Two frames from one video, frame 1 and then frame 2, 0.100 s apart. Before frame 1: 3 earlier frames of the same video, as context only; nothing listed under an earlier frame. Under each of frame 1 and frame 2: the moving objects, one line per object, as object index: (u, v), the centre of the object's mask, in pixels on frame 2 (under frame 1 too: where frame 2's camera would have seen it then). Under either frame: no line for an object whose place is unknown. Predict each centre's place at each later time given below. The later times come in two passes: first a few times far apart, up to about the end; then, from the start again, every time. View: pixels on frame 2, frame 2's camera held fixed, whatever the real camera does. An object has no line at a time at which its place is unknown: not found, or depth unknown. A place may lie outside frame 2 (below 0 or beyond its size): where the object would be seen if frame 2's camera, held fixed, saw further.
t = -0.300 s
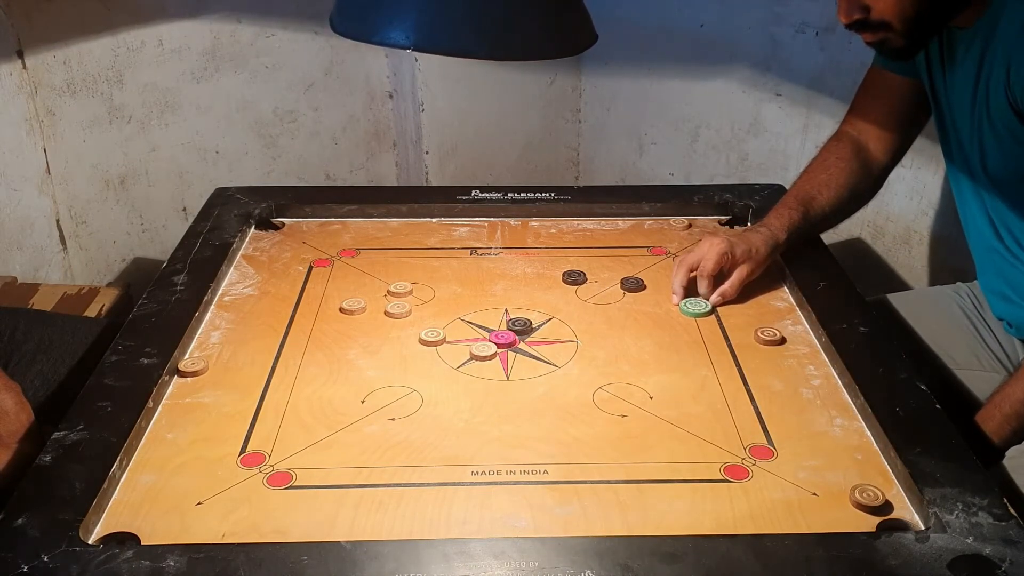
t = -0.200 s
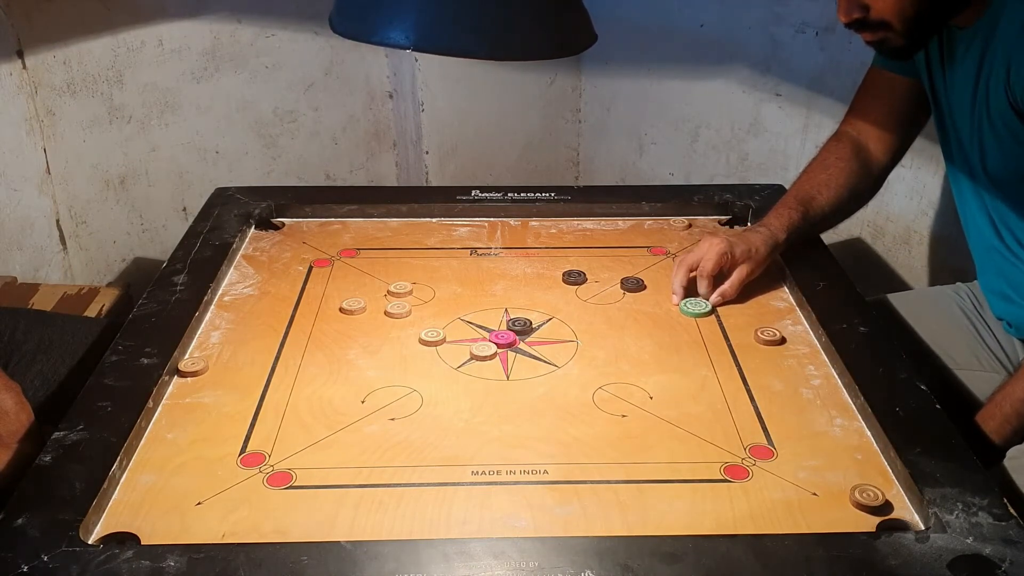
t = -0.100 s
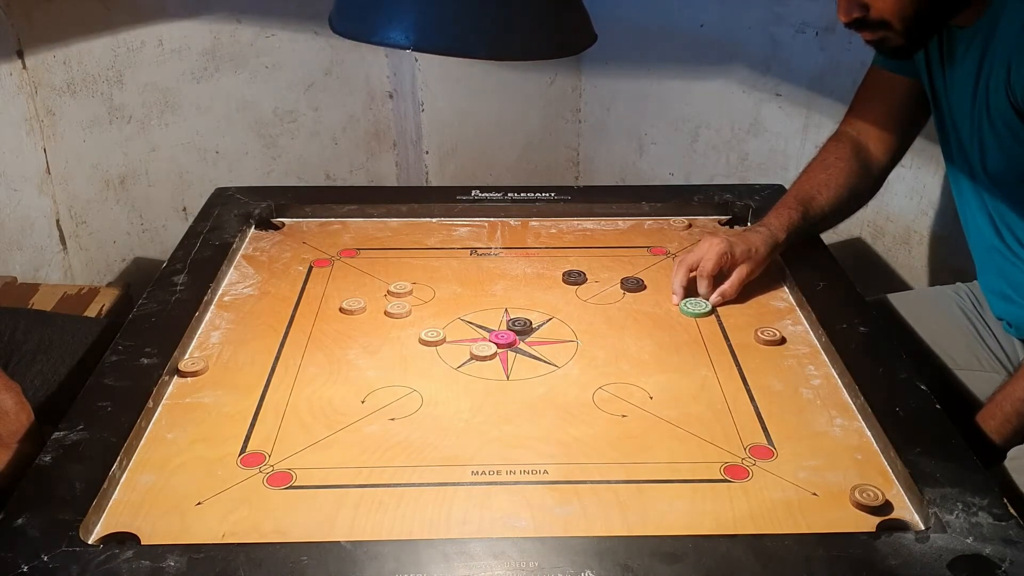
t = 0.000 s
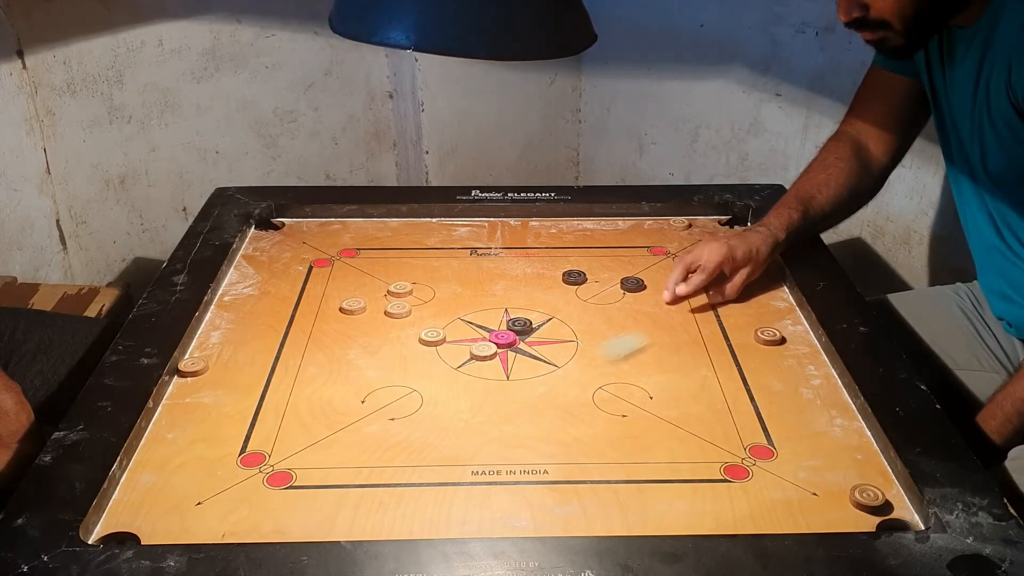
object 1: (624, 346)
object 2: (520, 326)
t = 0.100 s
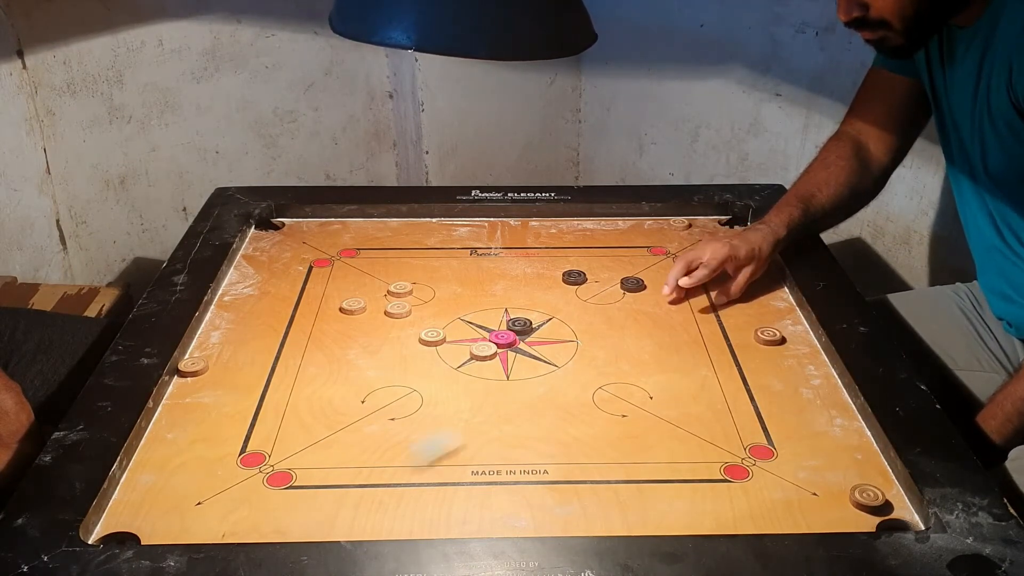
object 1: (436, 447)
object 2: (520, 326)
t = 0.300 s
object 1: (240, 424)
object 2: (520, 326)
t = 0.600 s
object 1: (500, 315)
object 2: (526, 327)
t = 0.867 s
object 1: (559, 286)
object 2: (554, 330)
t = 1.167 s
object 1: (572, 279)
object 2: (553, 330)
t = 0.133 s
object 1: (359, 488)
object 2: (520, 326)
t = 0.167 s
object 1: (275, 530)
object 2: (520, 326)
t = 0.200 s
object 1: (208, 516)
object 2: (520, 326)
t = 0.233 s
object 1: (162, 480)
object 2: (520, 326)
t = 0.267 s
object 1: (184, 450)
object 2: (520, 326)
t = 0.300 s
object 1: (240, 424)
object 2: (520, 326)
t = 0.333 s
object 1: (292, 401)
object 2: (520, 326)
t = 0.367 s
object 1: (340, 379)
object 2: (520, 326)
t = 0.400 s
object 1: (383, 359)
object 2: (520, 326)
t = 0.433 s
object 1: (416, 345)
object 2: (520, 326)
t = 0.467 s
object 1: (436, 338)
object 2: (520, 326)
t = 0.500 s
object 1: (454, 332)
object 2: (520, 326)
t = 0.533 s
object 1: (471, 325)
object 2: (520, 326)
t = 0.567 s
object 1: (488, 320)
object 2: (520, 326)
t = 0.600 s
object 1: (500, 315)
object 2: (526, 327)
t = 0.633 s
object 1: (511, 309)
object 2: (533, 328)
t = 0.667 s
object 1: (521, 305)
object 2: (540, 329)
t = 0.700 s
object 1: (529, 301)
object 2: (545, 329)
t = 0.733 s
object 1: (536, 297)
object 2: (549, 329)
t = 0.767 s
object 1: (544, 293)
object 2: (552, 330)
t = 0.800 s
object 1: (551, 290)
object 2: (553, 330)
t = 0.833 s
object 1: (557, 287)
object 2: (554, 330)
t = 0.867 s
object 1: (559, 286)
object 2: (554, 330)
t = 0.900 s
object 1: (562, 285)
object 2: (554, 330)
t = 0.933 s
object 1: (564, 284)
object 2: (554, 330)
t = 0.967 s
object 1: (565, 283)
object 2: (554, 330)
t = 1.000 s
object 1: (567, 282)
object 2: (554, 330)
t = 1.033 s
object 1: (568, 281)
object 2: (554, 330)
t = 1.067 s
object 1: (569, 280)
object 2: (554, 330)
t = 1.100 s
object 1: (570, 280)
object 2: (554, 330)
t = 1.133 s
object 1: (572, 279)
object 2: (553, 330)
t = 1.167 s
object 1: (572, 279)
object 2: (553, 330)
